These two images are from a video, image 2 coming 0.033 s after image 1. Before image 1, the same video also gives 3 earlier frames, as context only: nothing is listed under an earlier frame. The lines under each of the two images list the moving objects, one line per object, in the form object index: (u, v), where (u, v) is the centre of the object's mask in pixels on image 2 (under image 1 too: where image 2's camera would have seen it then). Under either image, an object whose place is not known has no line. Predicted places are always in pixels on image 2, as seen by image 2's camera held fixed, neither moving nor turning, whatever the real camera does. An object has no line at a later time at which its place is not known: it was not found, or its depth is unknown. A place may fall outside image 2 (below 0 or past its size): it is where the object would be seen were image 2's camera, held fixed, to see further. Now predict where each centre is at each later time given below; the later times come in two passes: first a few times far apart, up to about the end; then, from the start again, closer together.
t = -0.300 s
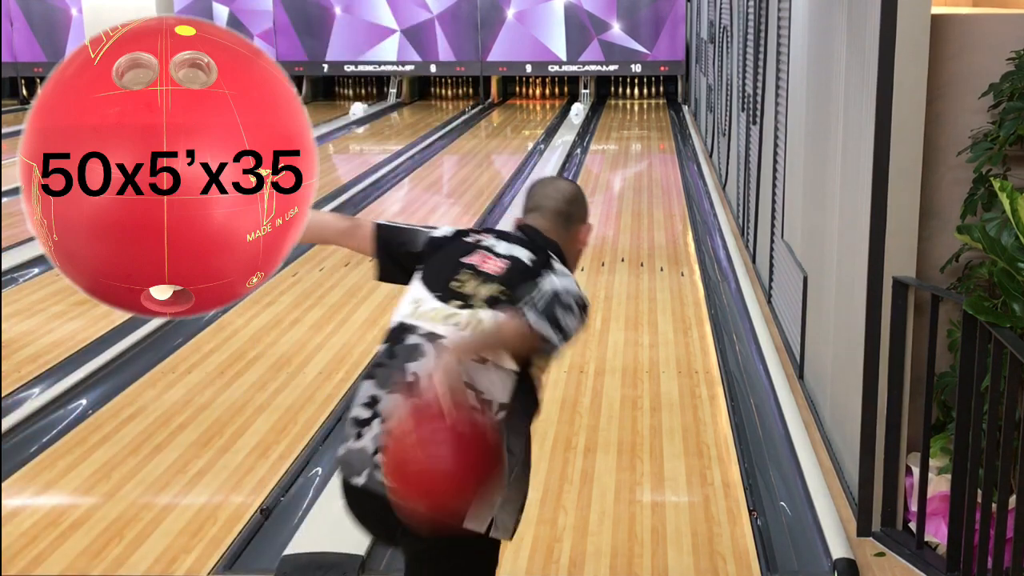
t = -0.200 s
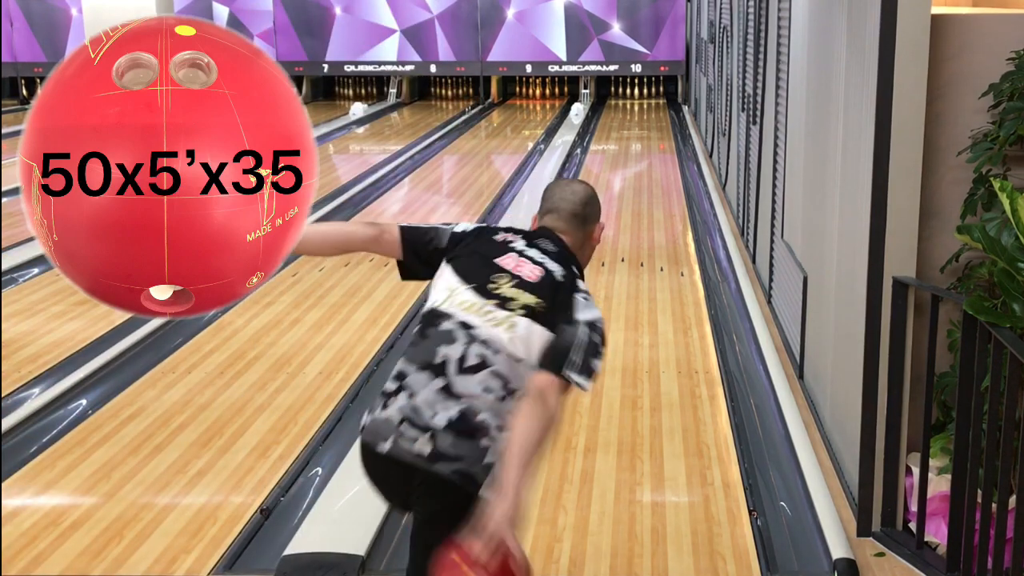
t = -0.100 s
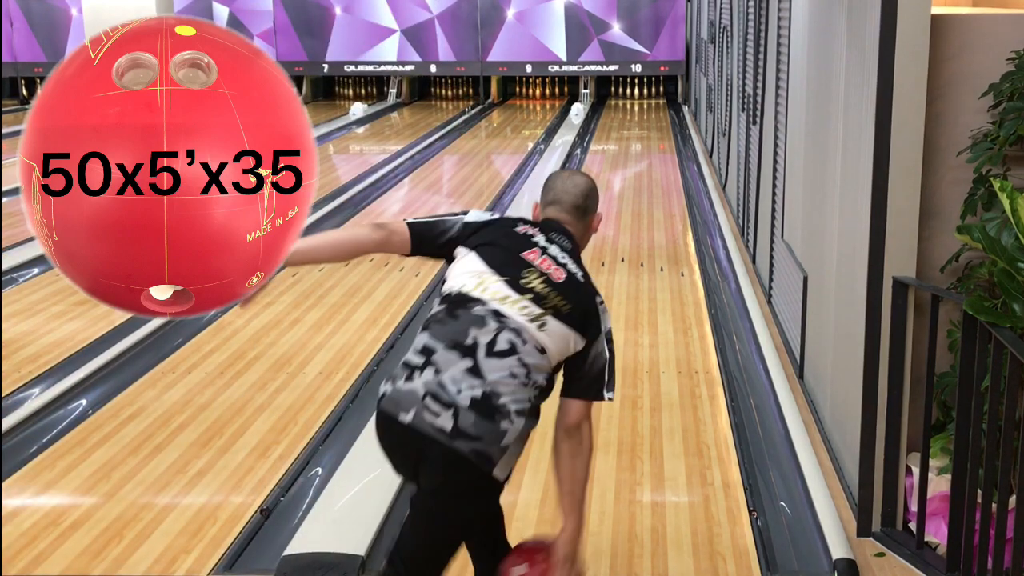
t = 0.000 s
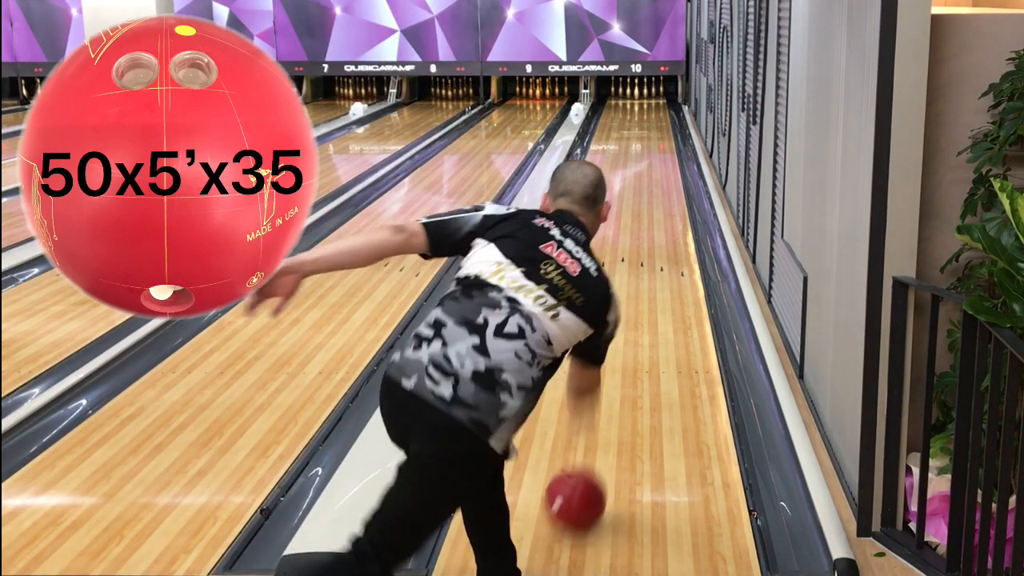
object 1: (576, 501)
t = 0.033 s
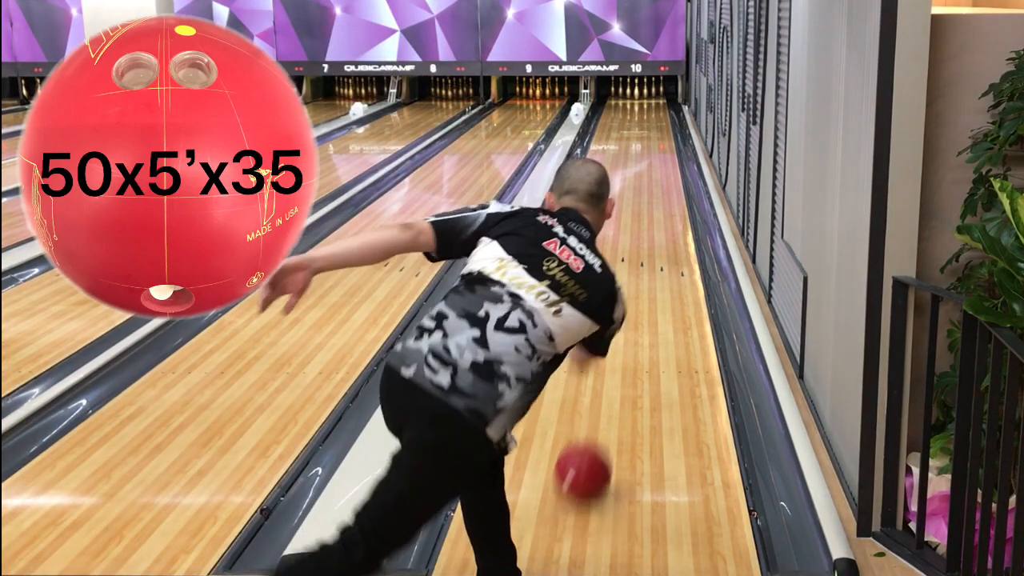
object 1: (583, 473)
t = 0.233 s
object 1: (615, 349)
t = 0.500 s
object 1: (644, 252)
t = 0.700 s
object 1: (647, 217)
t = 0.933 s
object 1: (654, 182)
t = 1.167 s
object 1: (658, 157)
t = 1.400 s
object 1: (661, 138)
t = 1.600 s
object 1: (661, 125)
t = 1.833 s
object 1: (657, 113)
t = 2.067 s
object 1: (651, 105)
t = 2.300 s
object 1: (642, 97)
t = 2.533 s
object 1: (634, 92)
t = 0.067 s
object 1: (589, 446)
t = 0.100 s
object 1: (596, 423)
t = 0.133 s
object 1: (601, 401)
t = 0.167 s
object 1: (606, 382)
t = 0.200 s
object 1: (611, 364)
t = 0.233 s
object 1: (615, 349)
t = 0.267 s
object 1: (619, 334)
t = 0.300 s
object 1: (622, 322)
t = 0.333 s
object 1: (627, 311)
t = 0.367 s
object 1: (631, 303)
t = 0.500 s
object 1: (644, 252)
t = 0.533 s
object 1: (642, 248)
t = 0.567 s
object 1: (642, 242)
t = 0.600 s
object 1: (643, 236)
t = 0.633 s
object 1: (644, 229)
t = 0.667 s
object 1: (645, 223)
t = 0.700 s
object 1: (647, 217)
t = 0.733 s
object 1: (648, 211)
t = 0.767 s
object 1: (649, 206)
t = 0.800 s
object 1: (651, 201)
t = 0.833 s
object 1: (652, 195)
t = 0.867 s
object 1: (653, 191)
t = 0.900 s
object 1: (653, 186)
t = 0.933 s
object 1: (654, 182)
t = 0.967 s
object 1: (655, 178)
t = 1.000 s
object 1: (656, 174)
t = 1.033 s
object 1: (656, 170)
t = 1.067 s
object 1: (657, 167)
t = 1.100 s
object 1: (658, 163)
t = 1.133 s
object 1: (658, 160)
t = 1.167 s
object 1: (658, 157)
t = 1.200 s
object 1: (659, 154)
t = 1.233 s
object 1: (659, 151)
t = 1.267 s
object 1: (659, 148)
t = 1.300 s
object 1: (660, 146)
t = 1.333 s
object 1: (660, 143)
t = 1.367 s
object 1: (660, 140)
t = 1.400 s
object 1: (661, 138)
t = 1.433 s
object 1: (660, 136)
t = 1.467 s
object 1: (661, 133)
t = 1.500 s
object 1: (661, 131)
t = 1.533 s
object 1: (661, 129)
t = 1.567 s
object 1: (661, 127)
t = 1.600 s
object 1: (661, 125)
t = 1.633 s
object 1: (661, 124)
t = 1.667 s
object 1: (660, 122)
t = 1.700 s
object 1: (660, 120)
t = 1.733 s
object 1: (659, 119)
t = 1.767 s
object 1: (659, 117)
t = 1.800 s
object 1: (658, 115)
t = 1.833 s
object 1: (657, 113)
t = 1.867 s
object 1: (657, 112)
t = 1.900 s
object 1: (656, 110)
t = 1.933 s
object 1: (655, 109)
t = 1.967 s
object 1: (654, 108)
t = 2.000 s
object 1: (653, 107)
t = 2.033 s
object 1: (653, 106)
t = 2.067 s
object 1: (651, 105)
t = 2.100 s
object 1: (651, 103)
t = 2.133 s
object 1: (649, 102)
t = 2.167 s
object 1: (648, 101)
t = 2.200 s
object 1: (646, 100)
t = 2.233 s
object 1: (645, 99)
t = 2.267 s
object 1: (644, 98)
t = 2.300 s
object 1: (642, 97)
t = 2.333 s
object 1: (641, 96)
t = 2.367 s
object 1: (640, 95)
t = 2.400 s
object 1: (639, 94)
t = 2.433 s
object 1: (638, 94)
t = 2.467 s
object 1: (637, 93)
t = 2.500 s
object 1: (635, 92)
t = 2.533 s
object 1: (634, 92)
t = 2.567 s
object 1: (632, 92)
